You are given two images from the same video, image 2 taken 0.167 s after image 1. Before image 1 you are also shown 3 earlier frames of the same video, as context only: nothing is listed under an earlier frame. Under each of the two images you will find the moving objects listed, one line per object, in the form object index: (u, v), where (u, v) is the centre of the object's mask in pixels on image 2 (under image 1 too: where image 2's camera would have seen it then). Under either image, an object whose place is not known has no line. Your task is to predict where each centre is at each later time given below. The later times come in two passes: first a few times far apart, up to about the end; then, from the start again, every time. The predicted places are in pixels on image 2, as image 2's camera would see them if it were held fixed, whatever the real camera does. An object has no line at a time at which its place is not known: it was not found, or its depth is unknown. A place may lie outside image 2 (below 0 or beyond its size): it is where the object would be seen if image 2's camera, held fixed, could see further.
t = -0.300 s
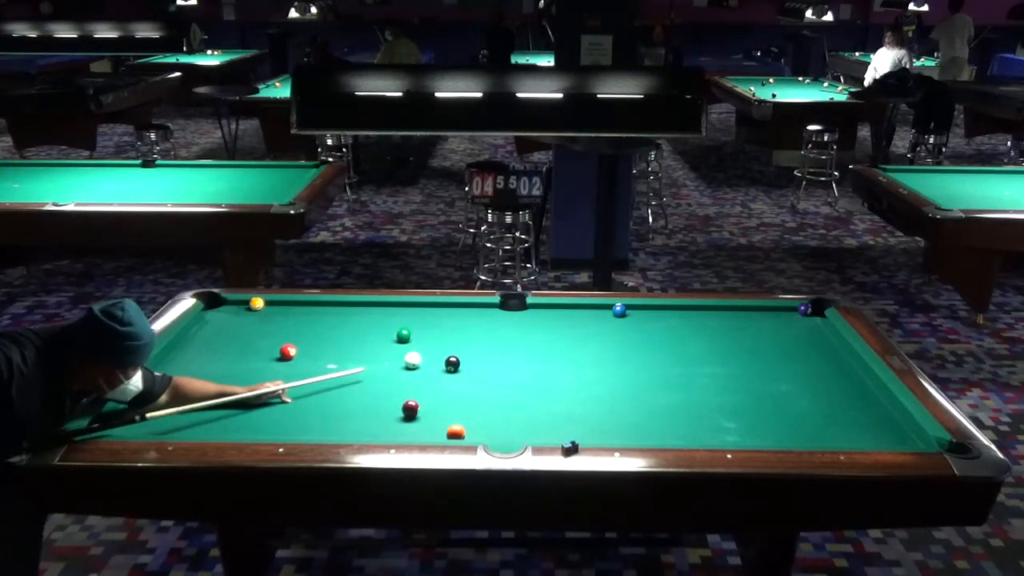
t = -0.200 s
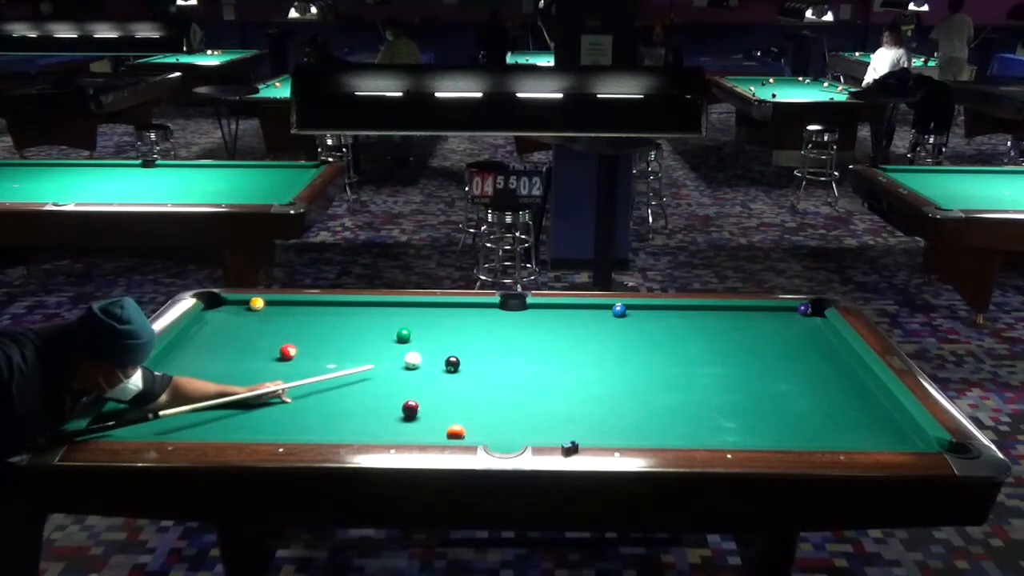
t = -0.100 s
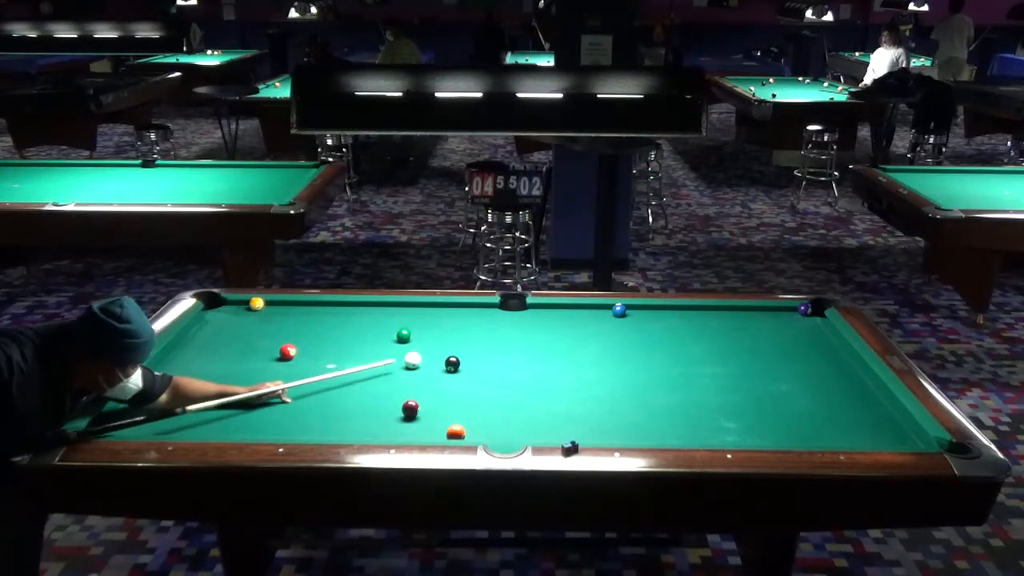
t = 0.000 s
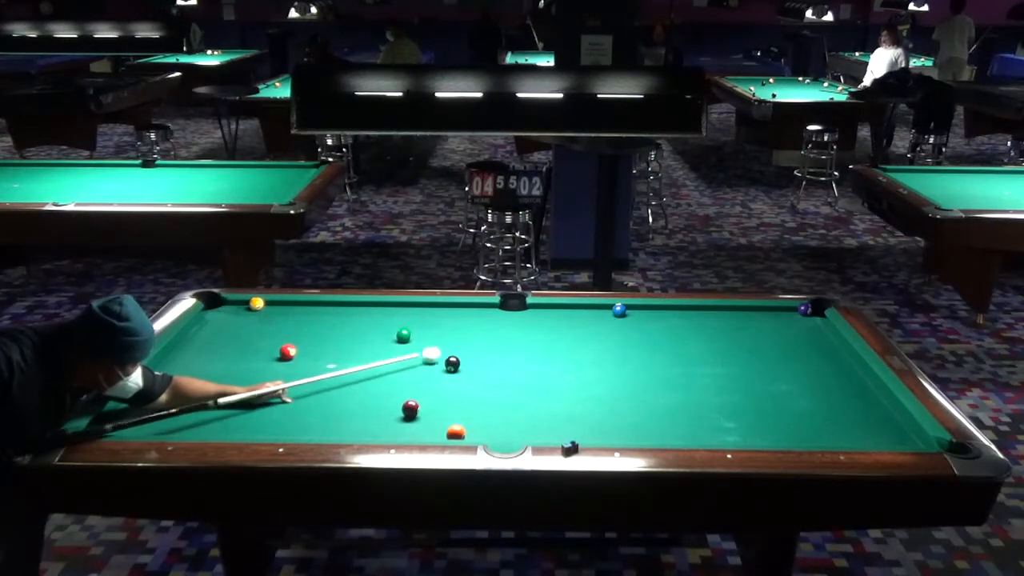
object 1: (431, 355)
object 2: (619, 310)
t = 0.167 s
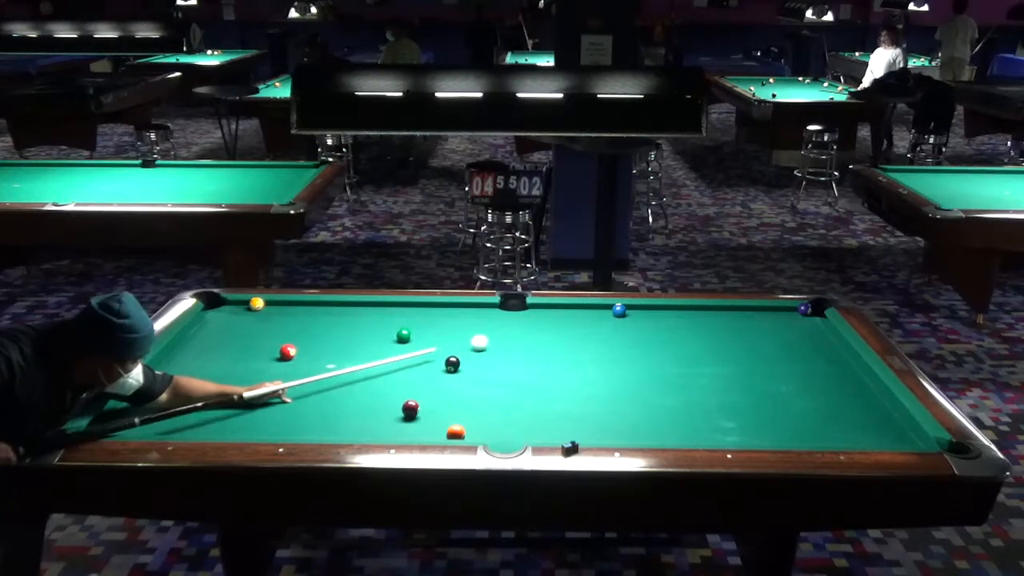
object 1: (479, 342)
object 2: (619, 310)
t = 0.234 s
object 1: (497, 338)
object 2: (619, 310)
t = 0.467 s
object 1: (557, 323)
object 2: (619, 310)
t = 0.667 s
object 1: (603, 310)
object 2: (619, 310)
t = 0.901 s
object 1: (606, 311)
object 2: (657, 309)
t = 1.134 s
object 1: (608, 317)
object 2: (689, 308)
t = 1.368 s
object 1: (610, 324)
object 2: (719, 309)
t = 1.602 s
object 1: (612, 330)
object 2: (749, 310)
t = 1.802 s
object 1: (614, 334)
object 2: (773, 312)
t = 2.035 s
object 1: (615, 340)
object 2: (799, 313)
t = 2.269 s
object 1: (618, 346)
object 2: (819, 315)
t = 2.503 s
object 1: (620, 351)
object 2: (811, 318)
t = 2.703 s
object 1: (621, 355)
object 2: (804, 321)
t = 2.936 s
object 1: (622, 360)
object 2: (797, 323)
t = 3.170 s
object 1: (623, 364)
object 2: (790, 324)
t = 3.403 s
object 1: (623, 368)
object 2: (783, 325)
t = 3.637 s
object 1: (622, 372)
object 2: (777, 327)
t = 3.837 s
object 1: (623, 374)
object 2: (773, 327)
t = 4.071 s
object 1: (622, 377)
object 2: (768, 329)
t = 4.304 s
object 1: (622, 380)
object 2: (765, 330)
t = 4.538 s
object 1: (622, 382)
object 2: (763, 330)
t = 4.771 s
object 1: (622, 383)
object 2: (761, 330)
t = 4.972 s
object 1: (621, 384)
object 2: (761, 331)
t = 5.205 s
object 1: (621, 385)
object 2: (760, 331)
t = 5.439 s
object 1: (621, 385)
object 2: (760, 331)
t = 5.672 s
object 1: (621, 385)
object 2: (760, 331)
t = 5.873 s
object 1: (621, 385)
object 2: (760, 331)
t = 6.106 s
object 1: (621, 385)
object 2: (760, 331)
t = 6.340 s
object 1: (621, 385)
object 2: (760, 331)
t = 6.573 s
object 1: (621, 385)
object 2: (760, 331)
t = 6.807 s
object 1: (621, 385)
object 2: (760, 331)
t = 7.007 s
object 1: (621, 385)
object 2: (760, 331)
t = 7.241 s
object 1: (621, 385)
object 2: (760, 331)
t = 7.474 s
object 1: (621, 385)
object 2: (760, 331)
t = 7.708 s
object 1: (621, 385)
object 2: (760, 331)
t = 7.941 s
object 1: (621, 385)
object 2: (760, 331)
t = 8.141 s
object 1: (621, 385)
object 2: (760, 331)
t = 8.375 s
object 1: (621, 385)
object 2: (760, 331)
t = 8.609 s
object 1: (621, 385)
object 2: (760, 331)
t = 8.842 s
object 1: (621, 385)
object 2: (760, 331)
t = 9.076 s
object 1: (621, 385)
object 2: (760, 331)
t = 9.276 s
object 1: (621, 385)
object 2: (760, 331)
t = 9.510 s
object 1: (621, 385)
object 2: (760, 331)
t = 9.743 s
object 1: (621, 385)
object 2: (760, 331)
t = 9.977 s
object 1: (621, 385)
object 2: (760, 331)
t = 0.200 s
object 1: (488, 340)
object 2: (619, 310)
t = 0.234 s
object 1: (497, 338)
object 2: (619, 310)
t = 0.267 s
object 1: (506, 336)
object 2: (619, 310)
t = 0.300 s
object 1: (515, 333)
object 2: (619, 310)
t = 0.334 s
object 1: (523, 331)
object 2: (619, 310)
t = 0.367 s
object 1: (532, 329)
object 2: (619, 310)
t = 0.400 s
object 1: (540, 327)
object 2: (619, 310)
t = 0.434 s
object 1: (549, 325)
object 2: (619, 310)
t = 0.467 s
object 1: (557, 323)
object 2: (619, 310)
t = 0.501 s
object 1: (565, 321)
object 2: (619, 310)
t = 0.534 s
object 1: (573, 318)
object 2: (619, 310)
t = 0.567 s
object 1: (580, 316)
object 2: (619, 310)
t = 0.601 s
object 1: (588, 314)
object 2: (619, 310)
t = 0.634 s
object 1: (595, 313)
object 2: (619, 310)
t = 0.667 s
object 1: (603, 310)
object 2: (619, 310)
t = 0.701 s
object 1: (605, 309)
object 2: (624, 310)
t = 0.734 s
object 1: (604, 307)
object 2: (631, 309)
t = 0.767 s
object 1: (604, 307)
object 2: (637, 310)
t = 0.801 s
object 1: (605, 308)
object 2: (642, 309)
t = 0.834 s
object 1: (605, 309)
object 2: (647, 310)
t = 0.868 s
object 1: (605, 310)
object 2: (652, 309)
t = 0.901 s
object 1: (606, 311)
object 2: (657, 309)
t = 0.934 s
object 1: (606, 312)
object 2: (661, 309)
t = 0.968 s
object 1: (606, 313)
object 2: (667, 309)
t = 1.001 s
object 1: (606, 314)
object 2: (671, 309)
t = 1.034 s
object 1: (607, 315)
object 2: (676, 309)
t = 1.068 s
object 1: (607, 316)
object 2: (680, 308)
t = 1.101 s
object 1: (607, 316)
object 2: (685, 308)
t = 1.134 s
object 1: (608, 317)
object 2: (689, 308)
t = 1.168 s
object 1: (608, 318)
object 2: (693, 308)
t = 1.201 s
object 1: (608, 319)
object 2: (698, 308)
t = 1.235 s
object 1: (609, 320)
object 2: (703, 308)
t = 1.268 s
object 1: (609, 321)
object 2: (707, 309)
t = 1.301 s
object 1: (609, 322)
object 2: (711, 309)
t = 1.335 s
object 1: (610, 322)
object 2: (715, 309)
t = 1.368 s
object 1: (610, 324)
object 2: (719, 309)
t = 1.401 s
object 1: (610, 324)
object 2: (724, 309)
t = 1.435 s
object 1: (610, 325)
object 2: (728, 310)
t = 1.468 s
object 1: (611, 326)
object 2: (732, 310)
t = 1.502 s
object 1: (611, 327)
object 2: (736, 310)
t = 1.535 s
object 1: (611, 328)
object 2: (740, 310)
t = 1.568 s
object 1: (611, 329)
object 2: (745, 310)
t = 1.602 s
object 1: (612, 330)
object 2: (749, 310)
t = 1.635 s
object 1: (612, 330)
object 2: (753, 311)
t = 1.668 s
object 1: (612, 331)
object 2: (757, 312)
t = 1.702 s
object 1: (613, 332)
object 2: (761, 311)
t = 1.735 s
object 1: (613, 333)
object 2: (765, 311)
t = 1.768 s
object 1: (613, 334)
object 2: (769, 311)
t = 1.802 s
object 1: (614, 334)
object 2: (773, 312)
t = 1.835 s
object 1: (614, 335)
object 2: (776, 312)
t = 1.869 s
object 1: (614, 336)
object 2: (780, 312)
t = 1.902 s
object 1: (614, 337)
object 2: (784, 312)
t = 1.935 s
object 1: (614, 338)
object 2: (788, 312)
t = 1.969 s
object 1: (615, 339)
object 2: (793, 312)
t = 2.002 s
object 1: (615, 340)
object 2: (795, 312)
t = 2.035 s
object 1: (615, 340)
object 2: (799, 313)
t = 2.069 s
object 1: (616, 341)
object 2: (801, 313)
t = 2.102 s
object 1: (616, 342)
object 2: (804, 313)
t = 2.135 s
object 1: (617, 343)
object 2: (808, 313)
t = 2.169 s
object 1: (617, 343)
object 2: (812, 315)
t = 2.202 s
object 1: (617, 344)
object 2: (815, 315)
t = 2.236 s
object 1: (617, 345)
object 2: (818, 316)
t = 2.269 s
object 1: (618, 346)
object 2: (819, 315)
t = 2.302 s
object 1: (618, 346)
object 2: (818, 316)
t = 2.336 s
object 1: (618, 347)
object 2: (818, 317)
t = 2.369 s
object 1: (619, 348)
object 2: (816, 317)
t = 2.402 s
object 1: (619, 349)
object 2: (816, 318)
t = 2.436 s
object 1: (619, 349)
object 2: (813, 317)
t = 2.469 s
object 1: (620, 350)
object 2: (812, 318)
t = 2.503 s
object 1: (620, 351)
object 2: (811, 318)
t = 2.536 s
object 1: (620, 351)
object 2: (810, 319)
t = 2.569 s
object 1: (620, 352)
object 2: (809, 319)
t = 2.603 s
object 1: (620, 353)
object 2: (807, 319)
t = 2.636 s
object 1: (621, 354)
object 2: (806, 320)
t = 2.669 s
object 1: (621, 354)
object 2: (805, 320)
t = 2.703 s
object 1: (621, 355)
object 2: (804, 321)
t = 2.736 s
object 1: (621, 356)
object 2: (803, 321)
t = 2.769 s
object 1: (621, 357)
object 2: (802, 321)
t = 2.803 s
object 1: (622, 357)
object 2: (800, 322)
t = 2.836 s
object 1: (622, 358)
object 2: (799, 322)
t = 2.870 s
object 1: (622, 358)
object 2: (798, 322)
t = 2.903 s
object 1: (622, 359)
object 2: (798, 323)
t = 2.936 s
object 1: (622, 360)
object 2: (797, 323)
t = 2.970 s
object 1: (622, 361)
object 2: (796, 323)
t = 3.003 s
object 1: (622, 361)
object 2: (794, 323)
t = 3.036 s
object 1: (622, 362)
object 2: (794, 323)
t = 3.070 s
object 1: (622, 362)
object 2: (793, 323)
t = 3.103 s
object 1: (622, 363)
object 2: (792, 323)
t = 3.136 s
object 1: (623, 363)
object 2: (791, 324)
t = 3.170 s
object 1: (623, 364)
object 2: (790, 324)
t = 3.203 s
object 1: (623, 365)
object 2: (789, 324)
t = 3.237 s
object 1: (623, 365)
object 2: (788, 324)
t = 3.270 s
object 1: (623, 366)
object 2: (787, 324)
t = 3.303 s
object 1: (623, 366)
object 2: (786, 325)
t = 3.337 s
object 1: (623, 367)
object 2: (785, 325)
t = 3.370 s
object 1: (623, 367)
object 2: (784, 325)
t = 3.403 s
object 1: (623, 368)
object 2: (783, 325)
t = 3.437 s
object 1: (623, 368)
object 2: (782, 326)
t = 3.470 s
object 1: (623, 369)
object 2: (780, 326)
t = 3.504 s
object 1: (623, 370)
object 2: (780, 326)
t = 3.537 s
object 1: (623, 370)
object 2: (779, 326)
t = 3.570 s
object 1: (623, 370)
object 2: (778, 326)
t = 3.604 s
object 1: (623, 371)
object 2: (777, 326)
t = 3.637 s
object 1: (622, 372)
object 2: (777, 327)
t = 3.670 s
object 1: (622, 372)
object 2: (776, 327)
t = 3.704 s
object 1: (622, 372)
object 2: (775, 327)
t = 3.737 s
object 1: (622, 373)
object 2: (775, 327)
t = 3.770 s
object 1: (622, 373)
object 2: (774, 327)
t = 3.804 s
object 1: (622, 374)
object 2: (774, 328)
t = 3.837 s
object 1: (623, 374)
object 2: (773, 327)
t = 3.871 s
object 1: (622, 375)
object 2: (772, 328)
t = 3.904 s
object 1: (622, 375)
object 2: (771, 328)
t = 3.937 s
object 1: (622, 376)
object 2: (770, 328)
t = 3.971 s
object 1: (622, 376)
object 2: (770, 328)
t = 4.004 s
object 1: (622, 376)
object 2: (770, 329)
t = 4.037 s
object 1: (622, 377)
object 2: (769, 329)
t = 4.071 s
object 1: (622, 377)
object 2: (768, 329)
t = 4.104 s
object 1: (622, 378)
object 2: (768, 329)
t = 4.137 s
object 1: (622, 378)
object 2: (767, 329)
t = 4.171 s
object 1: (622, 378)
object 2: (767, 330)
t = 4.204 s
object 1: (622, 379)
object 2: (766, 330)
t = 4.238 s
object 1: (622, 379)
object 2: (766, 330)
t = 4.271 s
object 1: (622, 379)
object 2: (766, 330)
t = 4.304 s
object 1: (622, 380)
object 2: (765, 330)
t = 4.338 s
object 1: (622, 380)
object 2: (765, 330)
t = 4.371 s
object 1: (622, 380)
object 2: (764, 330)
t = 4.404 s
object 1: (622, 381)
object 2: (764, 330)
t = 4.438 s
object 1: (622, 381)
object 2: (763, 330)
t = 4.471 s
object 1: (622, 381)
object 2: (763, 330)
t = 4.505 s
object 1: (622, 382)
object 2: (763, 330)
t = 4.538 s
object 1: (622, 382)
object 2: (763, 330)
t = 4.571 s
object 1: (622, 382)
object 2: (763, 330)
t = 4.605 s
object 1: (622, 382)
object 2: (762, 330)
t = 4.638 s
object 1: (622, 383)
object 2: (762, 330)
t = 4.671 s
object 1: (621, 383)
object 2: (762, 330)
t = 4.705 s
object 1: (622, 383)
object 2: (762, 330)
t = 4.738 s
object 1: (622, 383)
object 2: (762, 330)
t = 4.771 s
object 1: (622, 383)
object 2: (761, 330)
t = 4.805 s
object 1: (622, 383)
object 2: (761, 330)
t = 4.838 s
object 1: (621, 384)
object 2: (761, 330)
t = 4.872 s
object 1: (621, 384)
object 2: (761, 331)
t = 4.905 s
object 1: (621, 384)
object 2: (761, 331)
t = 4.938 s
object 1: (621, 384)
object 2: (761, 331)
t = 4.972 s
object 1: (621, 384)
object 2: (761, 331)
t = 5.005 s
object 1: (621, 384)
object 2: (761, 331)
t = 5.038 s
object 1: (621, 385)
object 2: (760, 331)
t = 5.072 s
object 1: (621, 385)
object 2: (760, 331)
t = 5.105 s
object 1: (621, 385)
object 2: (760, 331)
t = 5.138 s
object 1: (621, 385)
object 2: (760, 331)
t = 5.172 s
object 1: (621, 385)
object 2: (760, 331)
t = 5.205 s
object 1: (621, 385)
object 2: (760, 331)
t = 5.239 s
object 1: (621, 385)
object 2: (760, 331)
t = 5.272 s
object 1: (621, 385)
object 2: (760, 331)
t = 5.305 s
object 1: (621, 385)
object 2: (760, 331)
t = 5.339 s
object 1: (621, 385)
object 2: (760, 331)
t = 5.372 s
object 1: (621, 385)
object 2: (760, 331)
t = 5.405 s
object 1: (621, 385)
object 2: (760, 331)
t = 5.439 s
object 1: (621, 385)
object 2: (760, 331)
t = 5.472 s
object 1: (621, 385)
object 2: (760, 331)
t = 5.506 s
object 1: (621, 385)
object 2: (760, 331)
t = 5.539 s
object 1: (621, 385)
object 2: (760, 331)
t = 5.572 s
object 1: (621, 385)
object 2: (760, 331)
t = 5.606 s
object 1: (621, 385)
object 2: (760, 331)
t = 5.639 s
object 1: (621, 385)
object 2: (760, 331)
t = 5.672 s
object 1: (621, 385)
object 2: (760, 331)
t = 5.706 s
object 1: (621, 385)
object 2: (760, 331)
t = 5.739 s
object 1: (621, 385)
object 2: (760, 331)
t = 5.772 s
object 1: (621, 385)
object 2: (760, 331)
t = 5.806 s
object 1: (621, 385)
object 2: (760, 331)
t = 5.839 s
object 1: (621, 385)
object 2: (760, 331)
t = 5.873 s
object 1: (621, 385)
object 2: (760, 331)
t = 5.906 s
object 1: (621, 385)
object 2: (760, 331)
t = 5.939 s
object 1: (621, 385)
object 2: (760, 331)
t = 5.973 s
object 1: (621, 385)
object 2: (760, 331)
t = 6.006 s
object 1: (621, 385)
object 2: (760, 331)
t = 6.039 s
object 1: (621, 385)
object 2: (760, 331)
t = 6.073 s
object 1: (621, 385)
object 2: (760, 331)
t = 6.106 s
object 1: (621, 385)
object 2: (760, 331)
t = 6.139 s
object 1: (621, 385)
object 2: (760, 331)
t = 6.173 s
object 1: (621, 385)
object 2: (760, 331)
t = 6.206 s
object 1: (621, 385)
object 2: (760, 331)
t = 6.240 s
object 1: (621, 385)
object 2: (760, 331)
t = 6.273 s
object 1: (621, 385)
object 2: (760, 331)
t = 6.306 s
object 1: (621, 385)
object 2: (760, 331)
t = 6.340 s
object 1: (621, 385)
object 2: (760, 331)
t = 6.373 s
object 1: (621, 385)
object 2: (760, 331)
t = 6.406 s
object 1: (621, 385)
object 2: (760, 331)
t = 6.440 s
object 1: (621, 385)
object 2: (760, 331)
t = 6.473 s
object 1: (621, 385)
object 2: (760, 331)
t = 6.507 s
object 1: (621, 385)
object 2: (760, 331)
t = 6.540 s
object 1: (621, 385)
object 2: (760, 331)
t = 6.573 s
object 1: (621, 385)
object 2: (760, 331)
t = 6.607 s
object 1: (621, 385)
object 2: (760, 331)
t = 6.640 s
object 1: (621, 385)
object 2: (760, 331)
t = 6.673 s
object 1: (621, 385)
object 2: (760, 331)
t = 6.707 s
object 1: (621, 385)
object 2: (760, 331)
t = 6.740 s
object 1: (621, 385)
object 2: (760, 331)
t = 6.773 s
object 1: (621, 385)
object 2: (760, 331)
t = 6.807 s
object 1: (621, 385)
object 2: (760, 331)
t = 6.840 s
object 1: (621, 385)
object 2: (760, 331)
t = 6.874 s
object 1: (621, 385)
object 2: (760, 331)
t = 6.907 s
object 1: (621, 385)
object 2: (760, 331)
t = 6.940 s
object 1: (621, 385)
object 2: (760, 331)
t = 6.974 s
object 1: (621, 385)
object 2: (760, 331)
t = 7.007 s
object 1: (621, 385)
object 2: (760, 331)
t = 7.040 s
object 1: (621, 385)
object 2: (760, 331)
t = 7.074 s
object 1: (621, 385)
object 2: (760, 331)
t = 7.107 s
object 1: (621, 385)
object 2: (760, 331)
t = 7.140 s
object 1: (621, 385)
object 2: (760, 331)
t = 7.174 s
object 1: (621, 385)
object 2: (760, 331)
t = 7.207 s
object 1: (621, 385)
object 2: (760, 331)
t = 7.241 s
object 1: (621, 385)
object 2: (760, 331)
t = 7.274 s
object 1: (621, 385)
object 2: (760, 331)
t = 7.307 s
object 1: (621, 385)
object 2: (760, 331)
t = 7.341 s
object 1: (621, 385)
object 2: (760, 331)
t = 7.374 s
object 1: (621, 385)
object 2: (760, 331)
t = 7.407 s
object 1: (621, 385)
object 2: (760, 331)
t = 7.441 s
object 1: (621, 385)
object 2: (760, 331)
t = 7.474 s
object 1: (621, 385)
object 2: (760, 331)
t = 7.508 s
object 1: (621, 385)
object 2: (760, 331)
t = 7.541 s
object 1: (621, 385)
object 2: (760, 331)
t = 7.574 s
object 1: (621, 385)
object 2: (760, 331)
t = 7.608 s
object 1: (621, 385)
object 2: (760, 331)
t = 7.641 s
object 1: (621, 385)
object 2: (760, 331)
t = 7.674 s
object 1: (621, 385)
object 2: (760, 331)
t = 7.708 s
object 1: (621, 385)
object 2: (760, 331)
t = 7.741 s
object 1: (621, 385)
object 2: (760, 331)
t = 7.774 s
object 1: (621, 385)
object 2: (760, 331)
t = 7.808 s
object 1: (621, 385)
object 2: (760, 331)
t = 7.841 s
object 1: (621, 385)
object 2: (760, 331)
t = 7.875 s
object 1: (621, 385)
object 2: (760, 331)
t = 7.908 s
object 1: (621, 385)
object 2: (760, 331)
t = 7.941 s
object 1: (621, 385)
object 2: (760, 331)
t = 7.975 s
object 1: (621, 385)
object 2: (760, 331)
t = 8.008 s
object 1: (621, 385)
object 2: (760, 331)
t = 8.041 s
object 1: (621, 385)
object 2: (760, 331)
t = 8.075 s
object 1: (621, 385)
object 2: (760, 331)
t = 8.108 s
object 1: (621, 385)
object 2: (760, 331)
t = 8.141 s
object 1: (621, 385)
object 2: (760, 331)
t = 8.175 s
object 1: (621, 385)
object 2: (760, 331)
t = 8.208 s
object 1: (621, 385)
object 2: (760, 331)
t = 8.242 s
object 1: (621, 385)
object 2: (760, 331)
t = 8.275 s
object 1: (621, 385)
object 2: (760, 331)
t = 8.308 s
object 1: (621, 385)
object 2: (760, 331)
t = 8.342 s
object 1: (621, 385)
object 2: (760, 331)
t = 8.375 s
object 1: (621, 385)
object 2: (760, 331)
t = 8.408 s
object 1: (621, 385)
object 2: (760, 331)
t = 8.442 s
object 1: (621, 385)
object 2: (760, 331)
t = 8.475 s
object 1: (621, 385)
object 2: (760, 331)
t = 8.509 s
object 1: (621, 385)
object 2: (760, 331)
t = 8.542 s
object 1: (621, 385)
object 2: (760, 331)
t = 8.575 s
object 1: (621, 385)
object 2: (760, 331)
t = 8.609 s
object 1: (621, 385)
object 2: (760, 331)
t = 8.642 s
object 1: (621, 385)
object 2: (760, 331)
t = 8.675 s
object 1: (621, 385)
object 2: (760, 331)
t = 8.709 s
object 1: (621, 385)
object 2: (760, 331)
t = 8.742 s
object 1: (621, 385)
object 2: (760, 331)
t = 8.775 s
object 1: (621, 385)
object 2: (760, 331)
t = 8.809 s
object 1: (621, 385)
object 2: (760, 331)
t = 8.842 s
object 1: (621, 385)
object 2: (760, 331)
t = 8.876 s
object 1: (621, 385)
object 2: (760, 331)
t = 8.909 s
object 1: (621, 385)
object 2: (760, 331)
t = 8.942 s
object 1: (621, 385)
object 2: (760, 331)
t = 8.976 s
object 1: (621, 385)
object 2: (760, 331)
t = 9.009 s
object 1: (621, 385)
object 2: (760, 331)
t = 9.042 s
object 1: (621, 385)
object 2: (760, 331)
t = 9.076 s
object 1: (621, 385)
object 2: (760, 331)
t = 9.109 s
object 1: (621, 385)
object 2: (760, 331)
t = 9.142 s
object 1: (621, 385)
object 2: (760, 331)
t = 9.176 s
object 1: (621, 385)
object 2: (760, 331)
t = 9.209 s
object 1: (621, 385)
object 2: (760, 331)
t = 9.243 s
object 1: (621, 385)
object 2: (760, 331)
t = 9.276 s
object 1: (621, 385)
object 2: (760, 331)
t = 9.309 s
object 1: (621, 385)
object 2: (760, 331)
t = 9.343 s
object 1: (621, 385)
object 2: (760, 331)
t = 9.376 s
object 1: (621, 385)
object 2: (760, 331)
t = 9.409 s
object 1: (621, 385)
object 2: (760, 331)
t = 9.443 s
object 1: (621, 385)
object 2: (760, 331)
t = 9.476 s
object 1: (621, 385)
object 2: (760, 331)
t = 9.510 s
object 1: (621, 385)
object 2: (760, 331)
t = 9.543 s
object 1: (621, 385)
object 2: (760, 331)
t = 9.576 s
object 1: (621, 385)
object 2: (760, 331)
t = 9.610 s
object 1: (621, 385)
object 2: (760, 331)
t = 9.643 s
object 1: (621, 385)
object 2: (760, 331)
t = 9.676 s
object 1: (621, 385)
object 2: (760, 331)
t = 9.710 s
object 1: (621, 385)
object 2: (760, 331)
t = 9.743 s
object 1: (621, 385)
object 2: (760, 331)
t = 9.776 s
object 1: (621, 385)
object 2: (760, 331)
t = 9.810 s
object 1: (621, 385)
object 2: (760, 331)
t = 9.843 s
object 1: (621, 385)
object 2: (760, 331)
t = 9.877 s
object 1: (621, 385)
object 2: (760, 331)
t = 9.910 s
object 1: (621, 385)
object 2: (760, 331)
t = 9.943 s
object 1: (621, 385)
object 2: (760, 331)
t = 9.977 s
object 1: (621, 385)
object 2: (760, 331)
